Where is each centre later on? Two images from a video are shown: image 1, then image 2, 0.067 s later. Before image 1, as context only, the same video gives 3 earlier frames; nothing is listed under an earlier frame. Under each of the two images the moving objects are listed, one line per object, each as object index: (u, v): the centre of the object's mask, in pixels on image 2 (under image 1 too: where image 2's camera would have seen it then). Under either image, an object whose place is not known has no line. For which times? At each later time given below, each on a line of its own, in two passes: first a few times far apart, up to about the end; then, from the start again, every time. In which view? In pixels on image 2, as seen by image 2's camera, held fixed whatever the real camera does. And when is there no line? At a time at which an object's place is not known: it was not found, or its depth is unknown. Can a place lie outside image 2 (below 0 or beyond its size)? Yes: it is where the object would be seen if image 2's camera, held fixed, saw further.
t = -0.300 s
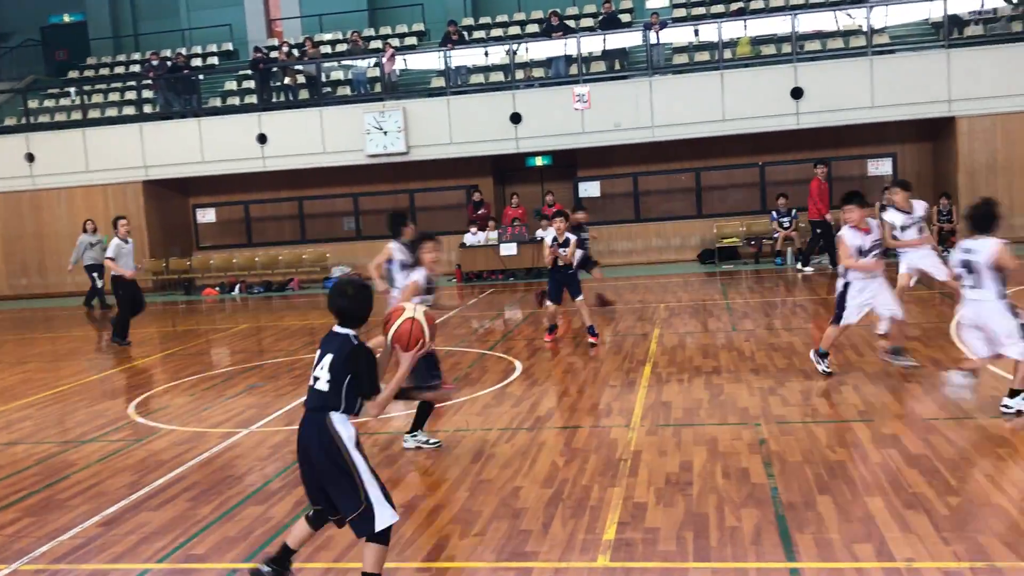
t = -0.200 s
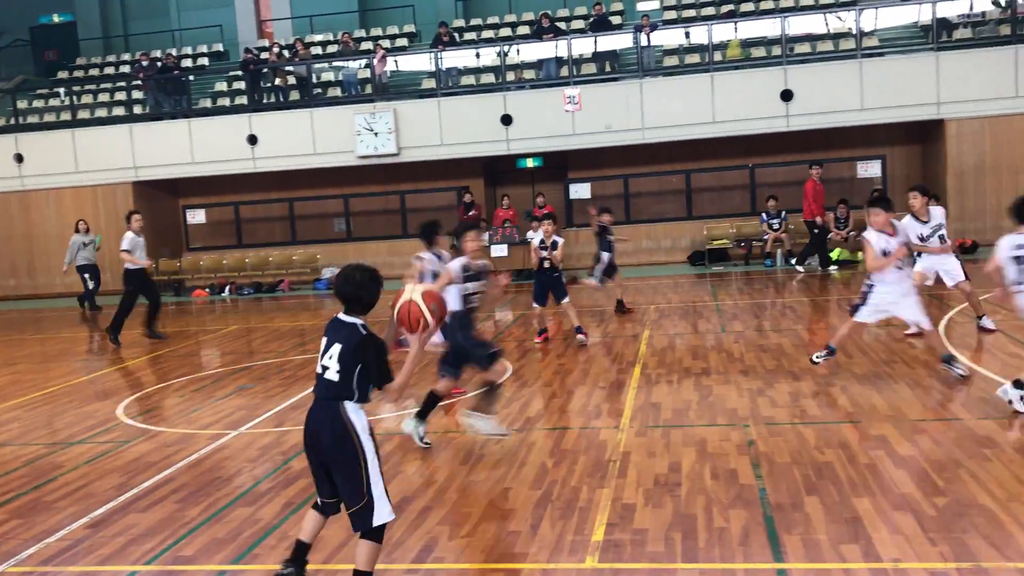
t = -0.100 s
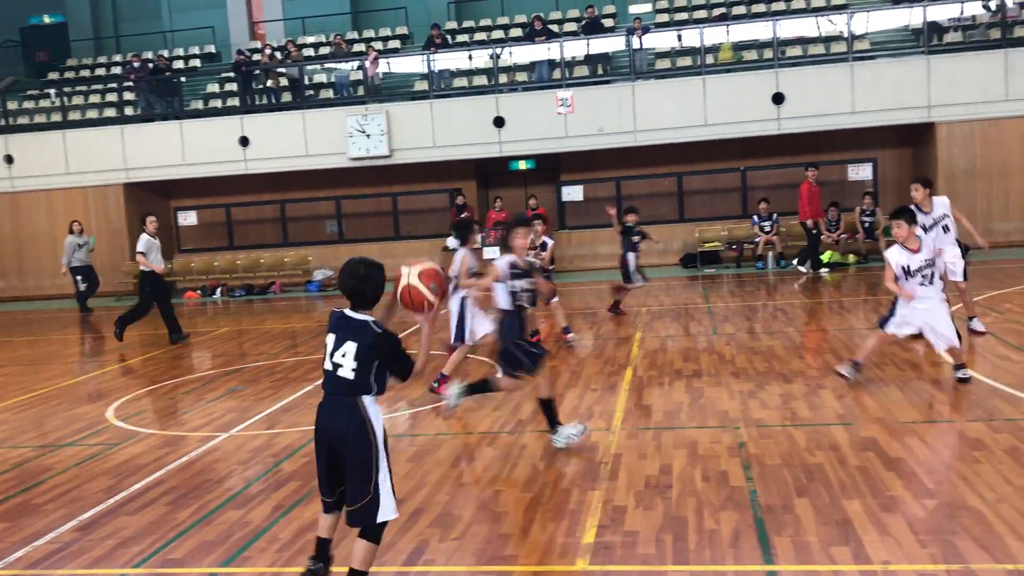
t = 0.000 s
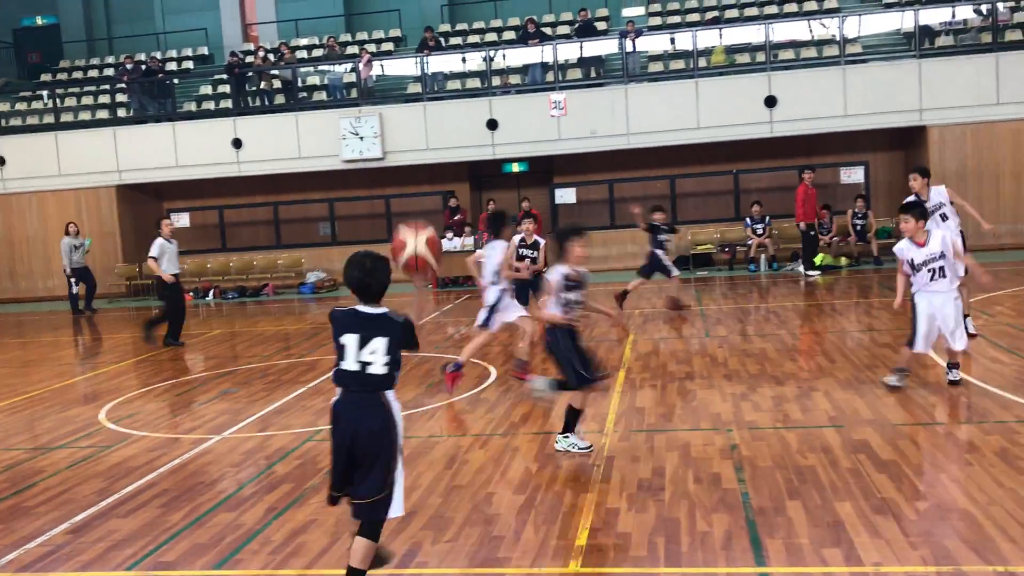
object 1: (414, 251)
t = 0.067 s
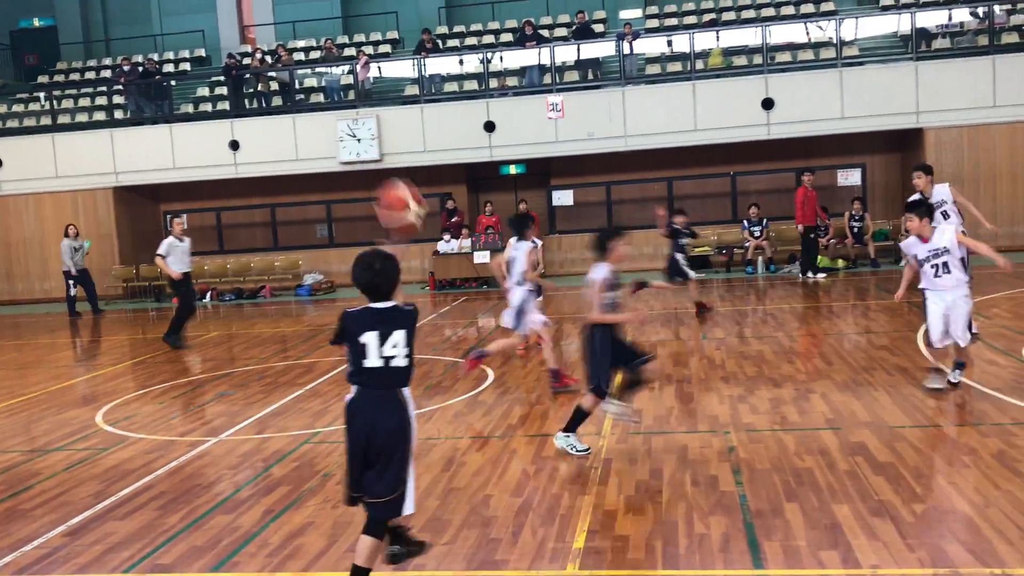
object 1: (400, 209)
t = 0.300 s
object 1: (337, 115)
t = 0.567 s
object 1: (291, 145)
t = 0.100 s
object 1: (390, 185)
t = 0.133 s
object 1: (380, 168)
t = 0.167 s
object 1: (370, 152)
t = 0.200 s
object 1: (361, 137)
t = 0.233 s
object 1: (352, 128)
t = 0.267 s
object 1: (344, 121)
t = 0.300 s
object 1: (337, 115)
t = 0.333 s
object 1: (330, 112)
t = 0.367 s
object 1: (323, 111)
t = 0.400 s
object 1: (317, 112)
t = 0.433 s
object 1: (311, 115)
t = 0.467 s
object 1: (306, 119)
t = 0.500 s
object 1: (301, 126)
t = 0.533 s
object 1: (297, 135)
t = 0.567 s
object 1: (291, 145)
